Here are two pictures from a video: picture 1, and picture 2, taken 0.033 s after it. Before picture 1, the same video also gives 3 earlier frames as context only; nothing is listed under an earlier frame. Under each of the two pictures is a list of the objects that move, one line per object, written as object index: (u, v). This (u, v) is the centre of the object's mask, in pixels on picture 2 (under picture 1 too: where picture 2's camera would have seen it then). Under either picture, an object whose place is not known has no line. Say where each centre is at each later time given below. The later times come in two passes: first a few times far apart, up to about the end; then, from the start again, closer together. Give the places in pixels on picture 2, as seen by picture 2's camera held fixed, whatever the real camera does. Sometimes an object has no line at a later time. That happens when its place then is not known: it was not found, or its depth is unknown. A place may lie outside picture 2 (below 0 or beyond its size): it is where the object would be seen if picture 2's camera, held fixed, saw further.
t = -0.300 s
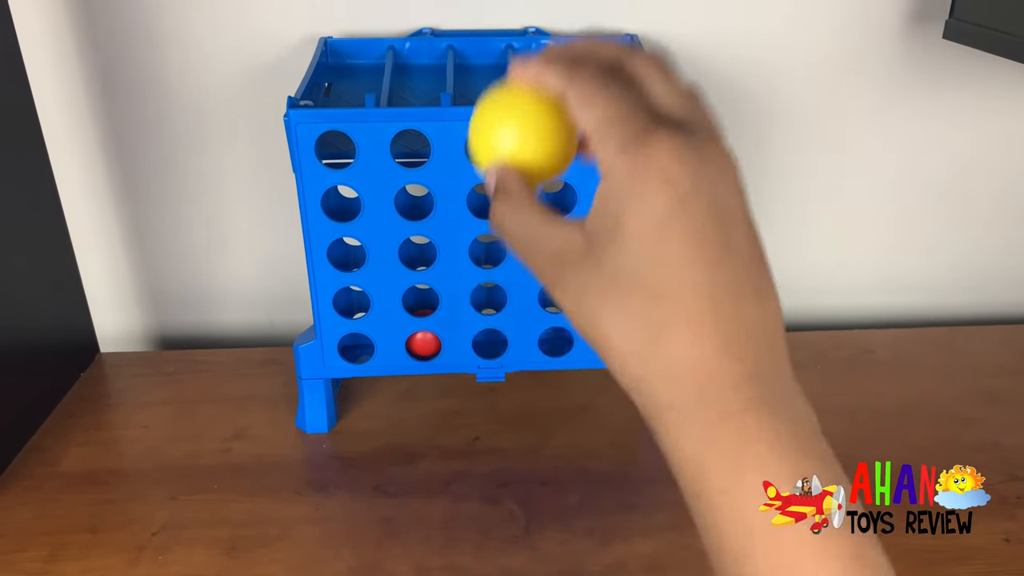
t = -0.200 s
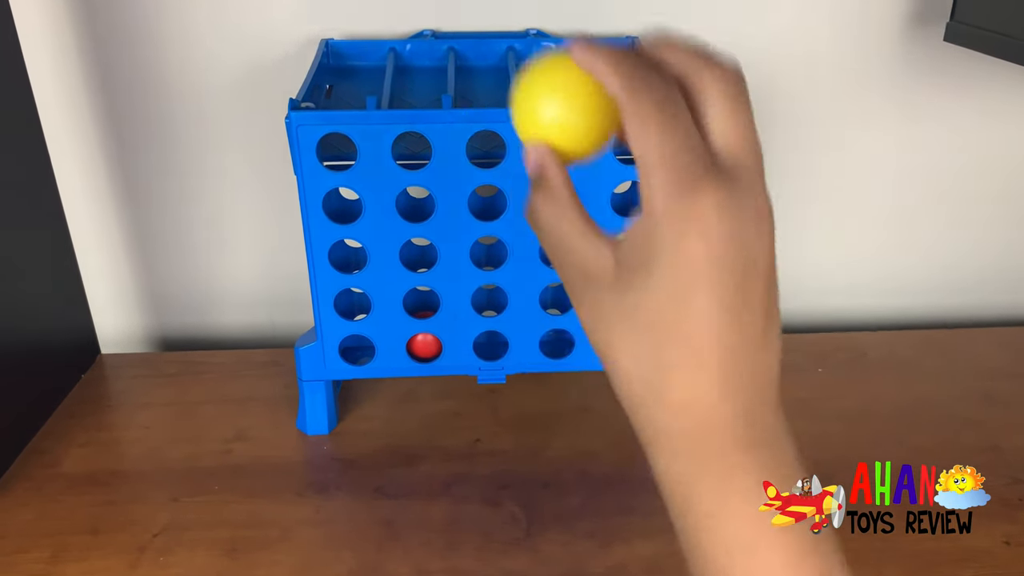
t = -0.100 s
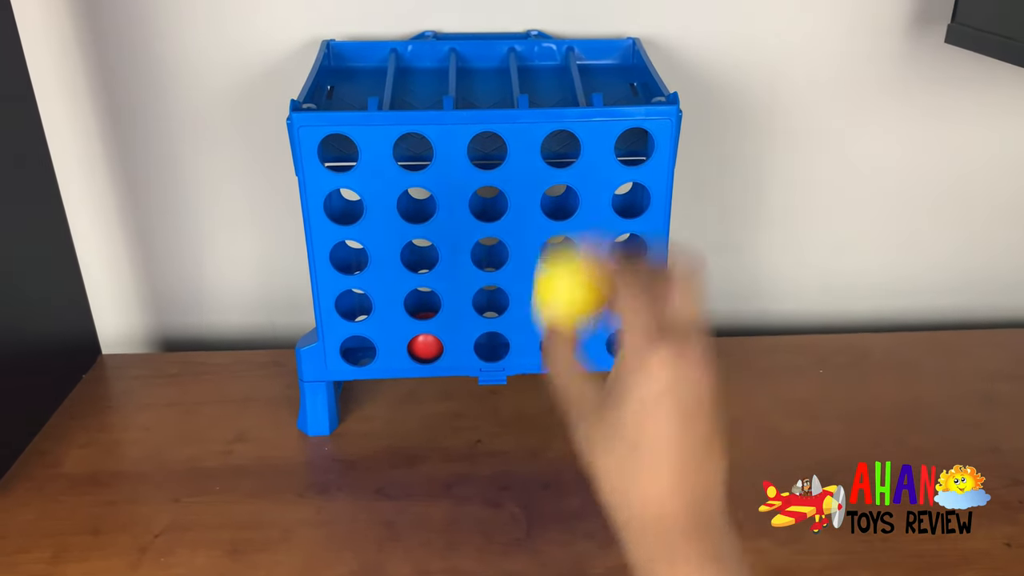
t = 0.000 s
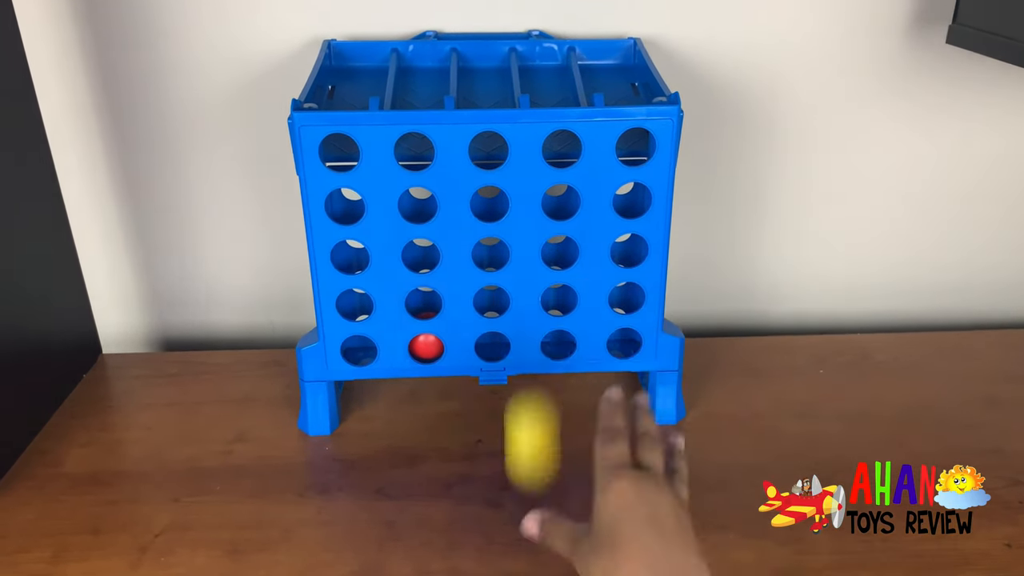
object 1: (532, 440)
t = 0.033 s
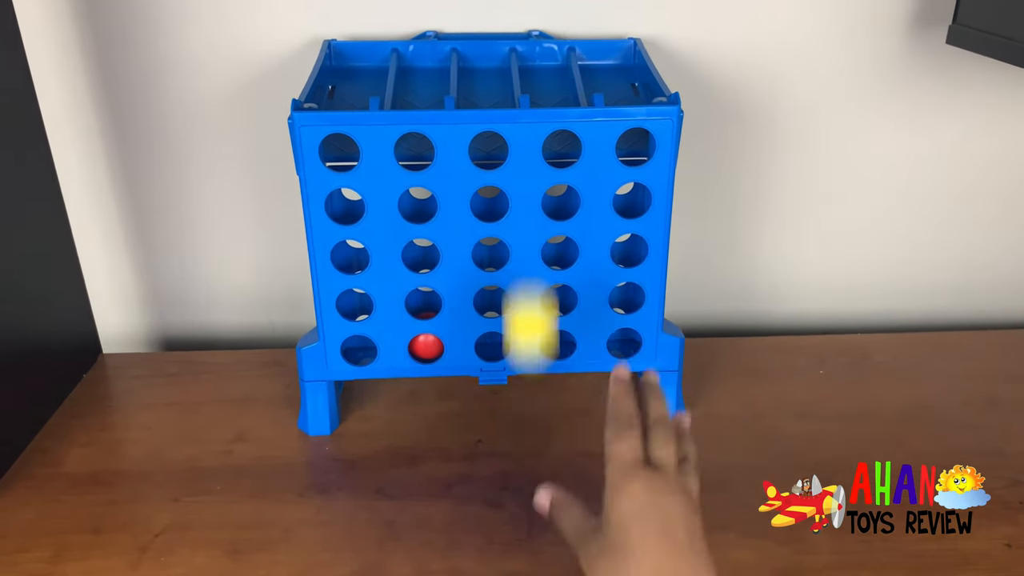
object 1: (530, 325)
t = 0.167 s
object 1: (523, 11)
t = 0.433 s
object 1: (518, 7)
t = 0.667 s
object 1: (529, 38)
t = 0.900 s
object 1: (553, 101)
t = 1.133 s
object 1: (558, 297)
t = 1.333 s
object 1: (558, 344)
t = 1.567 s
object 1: (558, 342)
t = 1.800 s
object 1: (558, 342)
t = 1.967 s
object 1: (558, 342)
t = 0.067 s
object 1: (529, 222)
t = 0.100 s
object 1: (527, 131)
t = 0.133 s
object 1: (525, 61)
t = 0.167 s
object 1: (523, 11)
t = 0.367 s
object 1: (515, 10)
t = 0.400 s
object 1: (515, 27)
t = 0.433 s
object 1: (518, 7)
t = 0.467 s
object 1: (520, 1)
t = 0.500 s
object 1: (523, 0)
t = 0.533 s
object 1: (525, 5)
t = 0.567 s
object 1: (527, 12)
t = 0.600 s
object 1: (528, 16)
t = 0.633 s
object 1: (528, 21)
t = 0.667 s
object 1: (529, 38)
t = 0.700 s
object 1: (542, 50)
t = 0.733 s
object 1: (550, 68)
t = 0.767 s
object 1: (546, 77)
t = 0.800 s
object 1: (553, 86)
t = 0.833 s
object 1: (554, 92)
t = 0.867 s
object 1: (554, 97)
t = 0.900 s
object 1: (553, 101)
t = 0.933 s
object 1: (559, 144)
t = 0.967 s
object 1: (561, 149)
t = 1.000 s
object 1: (560, 153)
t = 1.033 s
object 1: (560, 159)
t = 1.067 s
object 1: (560, 202)
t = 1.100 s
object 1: (559, 250)
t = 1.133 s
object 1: (558, 297)
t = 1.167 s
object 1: (557, 344)
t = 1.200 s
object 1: (558, 338)
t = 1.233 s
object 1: (557, 338)
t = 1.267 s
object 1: (558, 343)
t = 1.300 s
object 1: (558, 344)
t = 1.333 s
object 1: (558, 344)
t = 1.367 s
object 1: (558, 344)
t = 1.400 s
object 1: (558, 343)
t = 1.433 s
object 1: (558, 343)
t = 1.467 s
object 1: (558, 342)
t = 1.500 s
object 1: (558, 342)
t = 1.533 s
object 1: (558, 342)
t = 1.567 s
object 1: (558, 342)
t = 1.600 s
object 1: (558, 342)
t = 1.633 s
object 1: (558, 342)
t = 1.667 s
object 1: (558, 342)
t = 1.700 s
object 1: (558, 342)
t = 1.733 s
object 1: (558, 342)
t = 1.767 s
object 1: (558, 342)
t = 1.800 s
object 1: (558, 342)
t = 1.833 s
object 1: (558, 342)
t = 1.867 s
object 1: (557, 342)
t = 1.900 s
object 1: (558, 342)
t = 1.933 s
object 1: (557, 342)
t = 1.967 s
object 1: (558, 342)
